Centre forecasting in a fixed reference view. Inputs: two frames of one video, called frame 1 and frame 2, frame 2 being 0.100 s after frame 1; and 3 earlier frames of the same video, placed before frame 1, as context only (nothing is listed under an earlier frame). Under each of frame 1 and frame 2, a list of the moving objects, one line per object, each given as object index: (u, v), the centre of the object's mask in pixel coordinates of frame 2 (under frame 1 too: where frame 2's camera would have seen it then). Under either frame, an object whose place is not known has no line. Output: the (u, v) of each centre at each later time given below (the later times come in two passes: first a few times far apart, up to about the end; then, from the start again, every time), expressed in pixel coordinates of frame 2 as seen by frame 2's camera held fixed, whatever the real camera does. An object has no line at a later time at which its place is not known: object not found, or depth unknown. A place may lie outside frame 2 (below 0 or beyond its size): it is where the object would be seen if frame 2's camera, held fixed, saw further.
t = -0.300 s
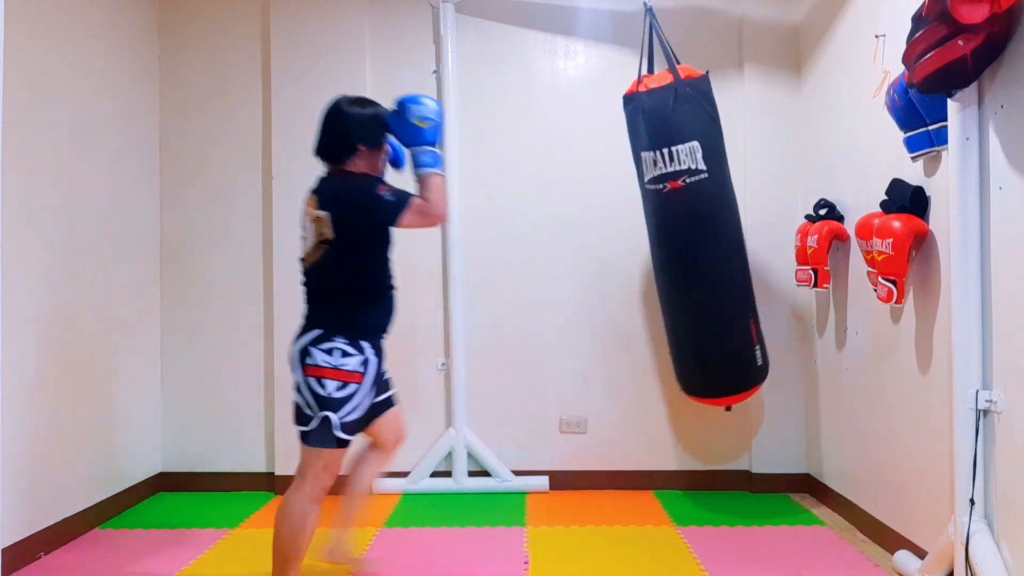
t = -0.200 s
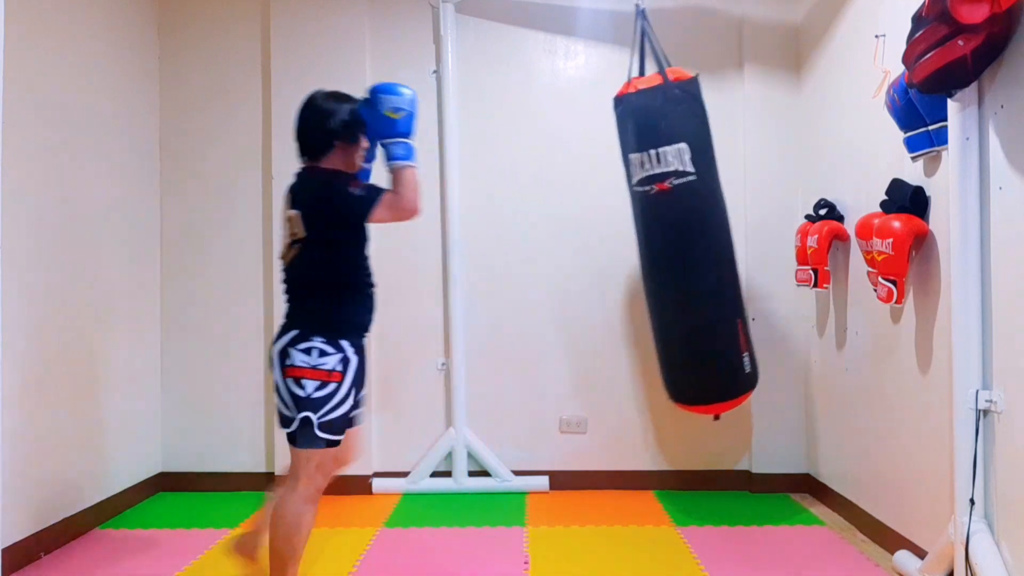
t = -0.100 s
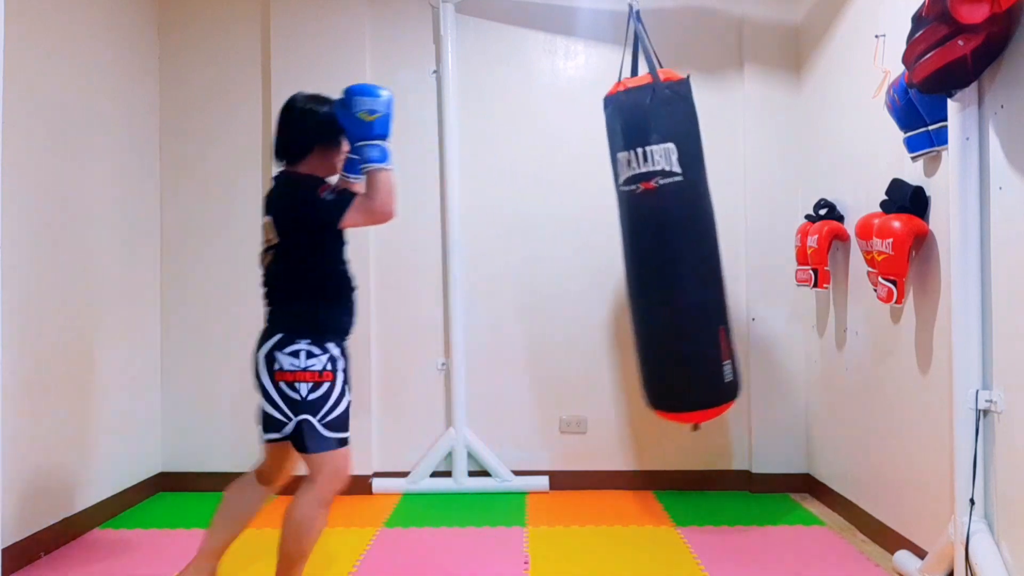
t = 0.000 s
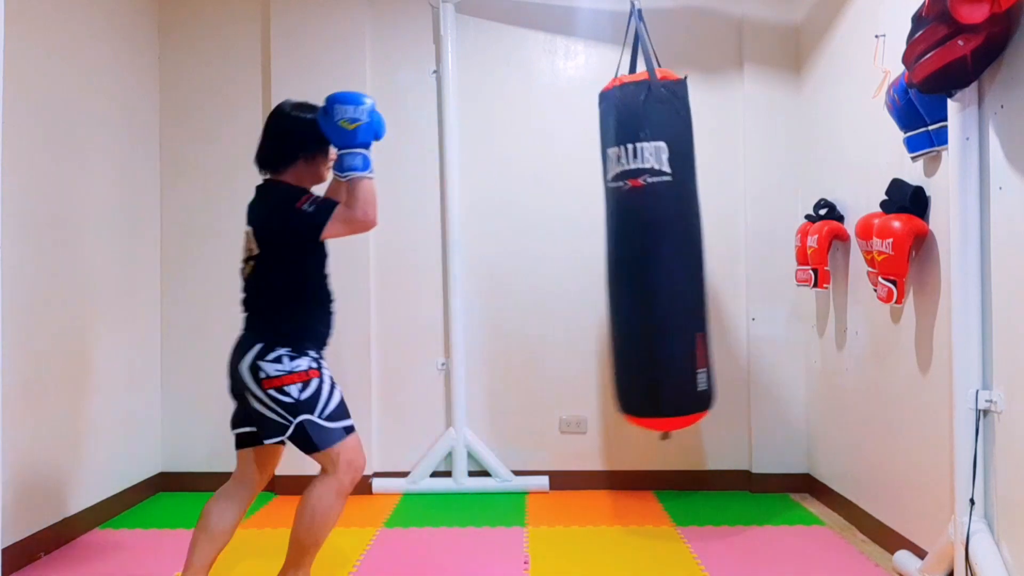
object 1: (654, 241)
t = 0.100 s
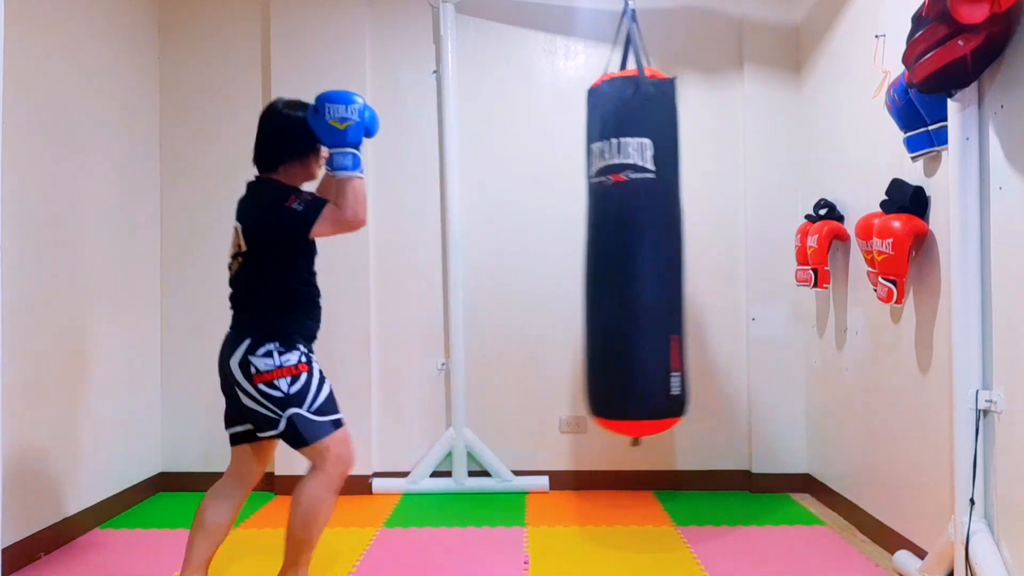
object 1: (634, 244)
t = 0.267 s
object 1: (600, 245)
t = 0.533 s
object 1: (558, 236)
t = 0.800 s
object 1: (555, 234)
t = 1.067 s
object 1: (589, 241)
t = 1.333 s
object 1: (639, 237)
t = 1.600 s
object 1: (679, 227)
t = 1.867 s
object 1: (696, 223)
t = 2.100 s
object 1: (689, 232)
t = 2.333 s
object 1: (658, 242)
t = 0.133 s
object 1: (627, 246)
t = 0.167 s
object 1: (620, 246)
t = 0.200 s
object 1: (613, 246)
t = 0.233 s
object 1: (606, 245)
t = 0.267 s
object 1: (600, 245)
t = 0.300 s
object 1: (594, 243)
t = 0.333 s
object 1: (588, 242)
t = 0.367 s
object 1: (582, 241)
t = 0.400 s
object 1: (576, 240)
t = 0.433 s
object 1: (570, 240)
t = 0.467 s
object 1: (565, 238)
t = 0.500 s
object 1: (561, 235)
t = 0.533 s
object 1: (558, 236)
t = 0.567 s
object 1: (555, 233)
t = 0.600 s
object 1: (553, 234)
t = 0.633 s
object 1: (552, 233)
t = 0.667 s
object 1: (552, 233)
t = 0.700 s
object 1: (551, 234)
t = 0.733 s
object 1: (552, 233)
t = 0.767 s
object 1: (553, 233)
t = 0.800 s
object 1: (555, 234)
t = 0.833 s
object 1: (557, 235)
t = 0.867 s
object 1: (560, 236)
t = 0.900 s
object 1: (564, 237)
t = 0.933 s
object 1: (568, 238)
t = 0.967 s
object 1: (573, 239)
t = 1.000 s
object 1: (578, 240)
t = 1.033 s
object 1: (584, 240)
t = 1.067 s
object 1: (589, 241)
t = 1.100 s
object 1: (595, 241)
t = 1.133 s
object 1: (601, 241)
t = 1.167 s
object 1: (607, 241)
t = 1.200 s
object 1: (613, 241)
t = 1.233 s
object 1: (620, 240)
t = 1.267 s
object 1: (626, 239)
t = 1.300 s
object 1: (632, 238)
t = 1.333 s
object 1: (639, 237)
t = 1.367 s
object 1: (644, 236)
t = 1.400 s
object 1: (650, 235)
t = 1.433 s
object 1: (655, 234)
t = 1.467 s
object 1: (660, 232)
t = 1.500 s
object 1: (665, 231)
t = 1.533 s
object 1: (670, 229)
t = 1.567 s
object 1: (674, 228)
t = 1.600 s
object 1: (679, 227)
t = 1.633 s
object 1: (682, 226)
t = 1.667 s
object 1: (686, 225)
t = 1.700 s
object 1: (688, 224)
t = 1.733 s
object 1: (691, 223)
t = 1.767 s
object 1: (693, 223)
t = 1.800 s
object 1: (694, 223)
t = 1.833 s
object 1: (695, 223)
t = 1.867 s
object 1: (696, 223)
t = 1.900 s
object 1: (696, 224)
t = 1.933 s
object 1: (697, 225)
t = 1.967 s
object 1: (696, 226)
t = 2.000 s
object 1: (695, 227)
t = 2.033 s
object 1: (694, 228)
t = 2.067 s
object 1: (691, 230)
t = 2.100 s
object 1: (689, 232)
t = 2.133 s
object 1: (686, 233)
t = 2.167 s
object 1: (682, 235)
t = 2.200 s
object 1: (678, 237)
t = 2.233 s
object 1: (674, 238)
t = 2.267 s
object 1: (669, 240)
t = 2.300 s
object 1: (664, 241)
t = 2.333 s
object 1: (658, 242)
